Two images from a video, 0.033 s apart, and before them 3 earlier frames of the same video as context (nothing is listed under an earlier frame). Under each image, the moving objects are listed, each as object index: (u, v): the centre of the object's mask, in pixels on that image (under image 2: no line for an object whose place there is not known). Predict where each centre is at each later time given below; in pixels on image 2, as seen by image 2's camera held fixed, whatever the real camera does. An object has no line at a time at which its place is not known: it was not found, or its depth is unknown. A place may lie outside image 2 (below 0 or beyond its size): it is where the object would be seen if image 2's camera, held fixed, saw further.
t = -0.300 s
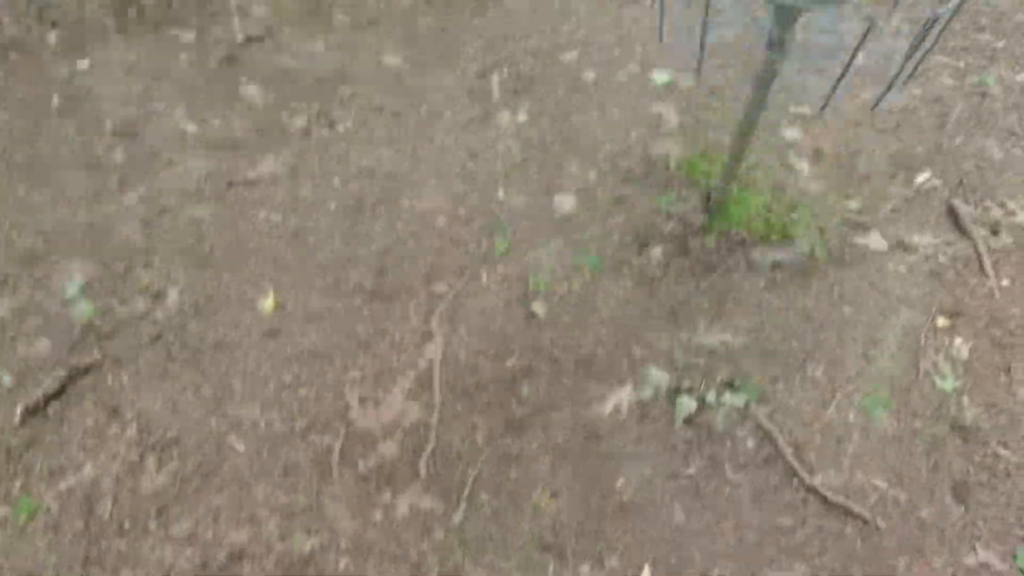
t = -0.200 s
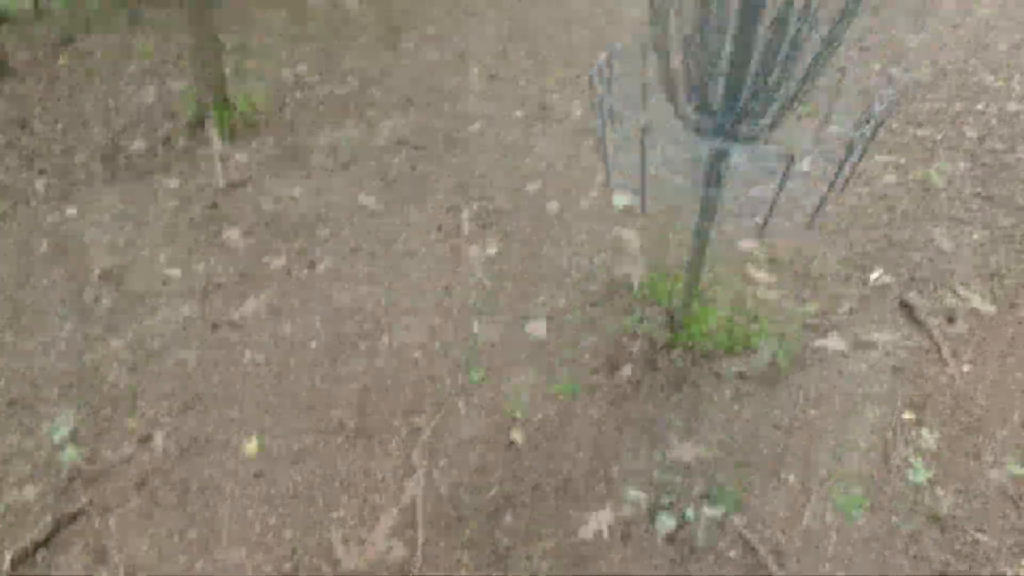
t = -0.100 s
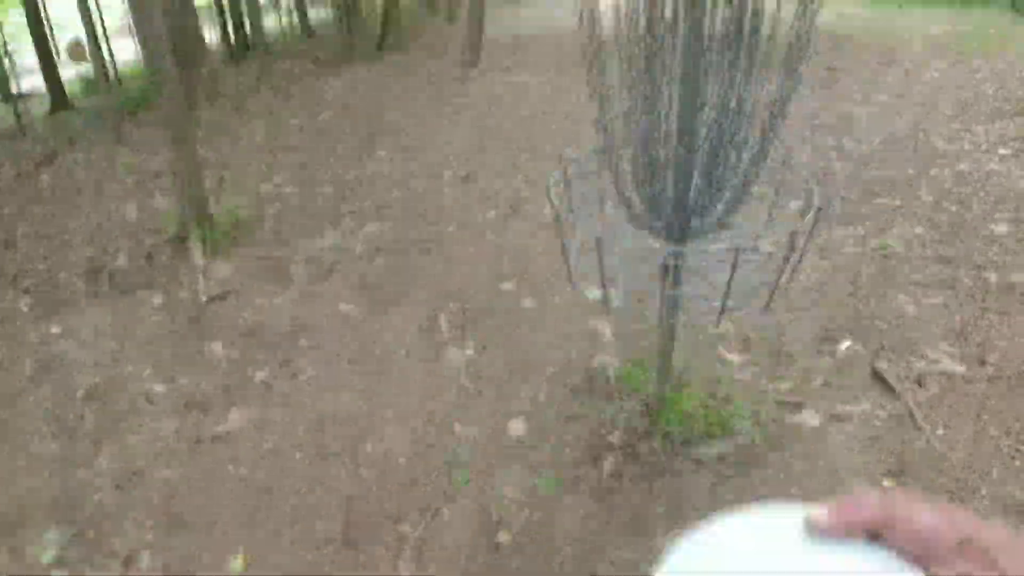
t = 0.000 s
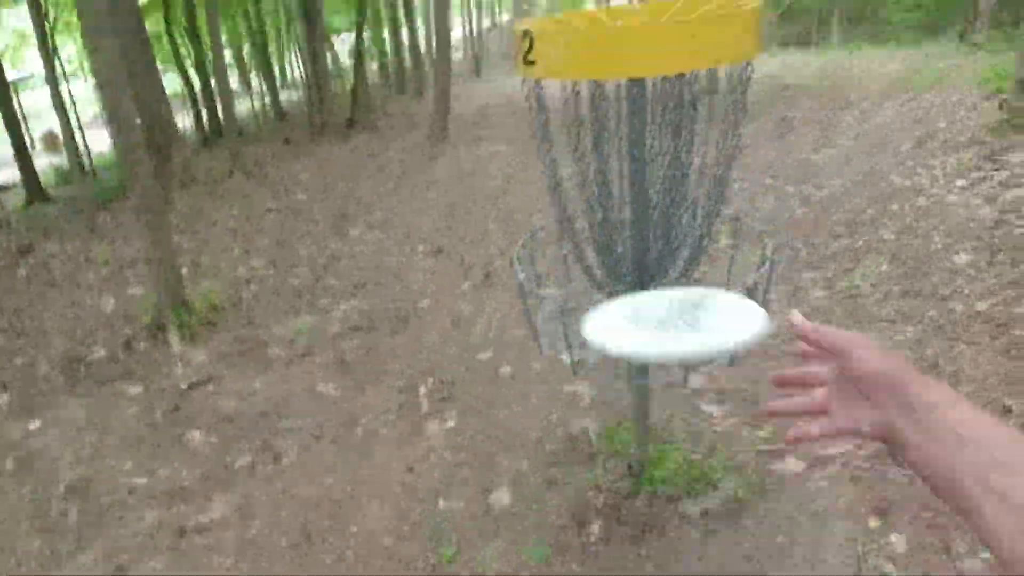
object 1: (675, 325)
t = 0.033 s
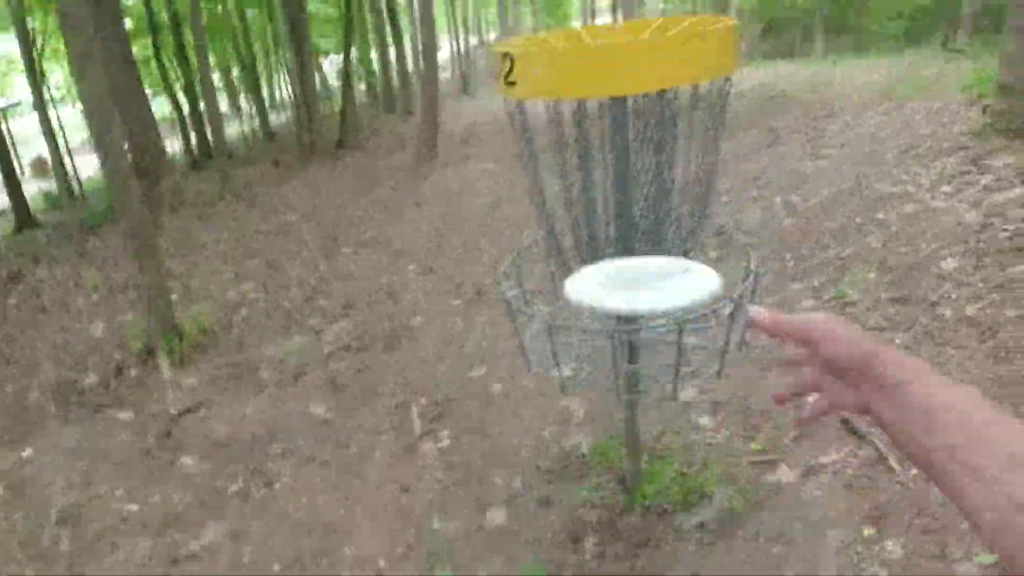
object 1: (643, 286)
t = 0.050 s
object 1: (636, 267)
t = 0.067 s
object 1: (631, 253)
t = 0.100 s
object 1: (624, 231)
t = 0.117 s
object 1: (620, 224)
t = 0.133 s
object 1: (619, 219)
